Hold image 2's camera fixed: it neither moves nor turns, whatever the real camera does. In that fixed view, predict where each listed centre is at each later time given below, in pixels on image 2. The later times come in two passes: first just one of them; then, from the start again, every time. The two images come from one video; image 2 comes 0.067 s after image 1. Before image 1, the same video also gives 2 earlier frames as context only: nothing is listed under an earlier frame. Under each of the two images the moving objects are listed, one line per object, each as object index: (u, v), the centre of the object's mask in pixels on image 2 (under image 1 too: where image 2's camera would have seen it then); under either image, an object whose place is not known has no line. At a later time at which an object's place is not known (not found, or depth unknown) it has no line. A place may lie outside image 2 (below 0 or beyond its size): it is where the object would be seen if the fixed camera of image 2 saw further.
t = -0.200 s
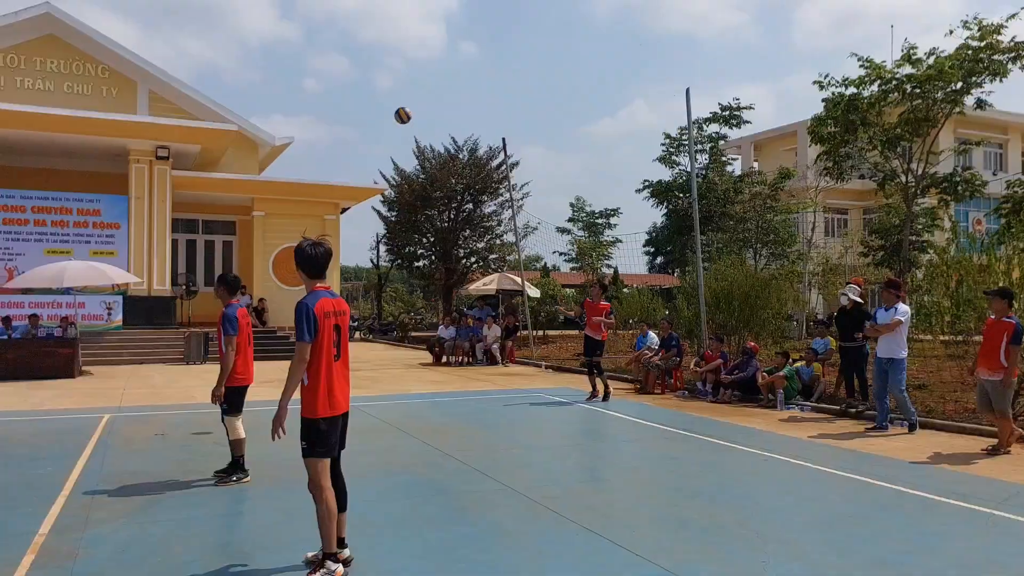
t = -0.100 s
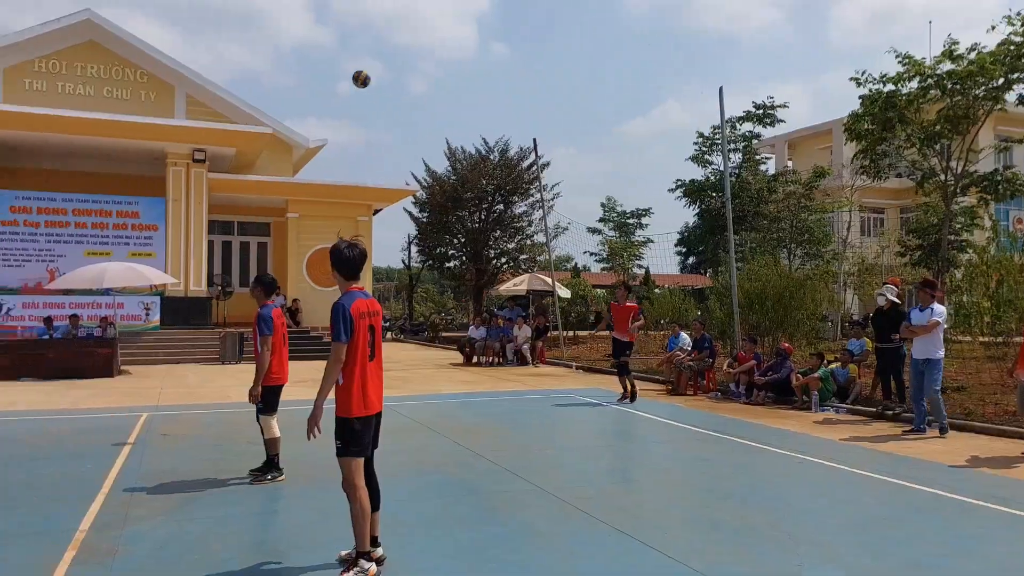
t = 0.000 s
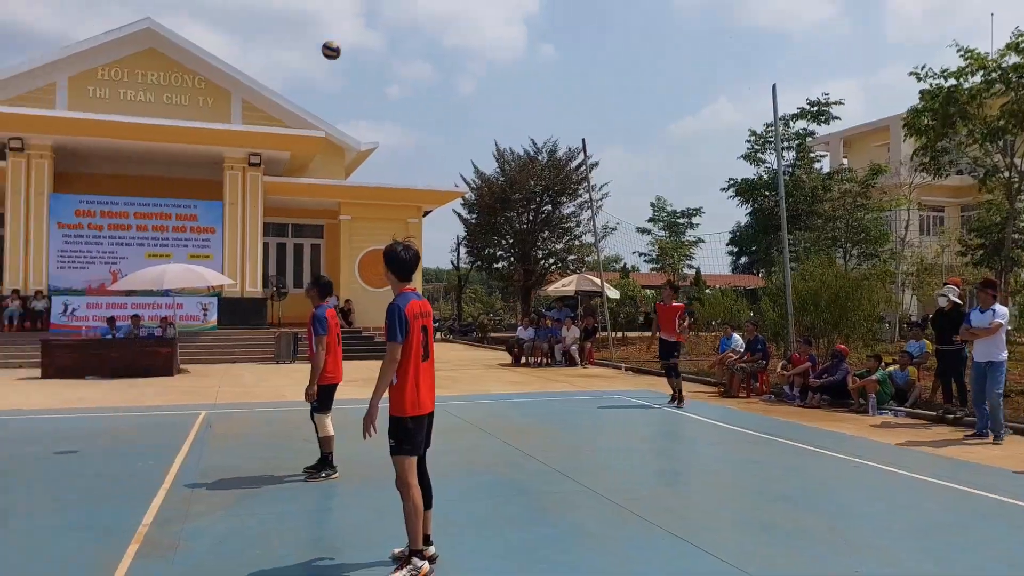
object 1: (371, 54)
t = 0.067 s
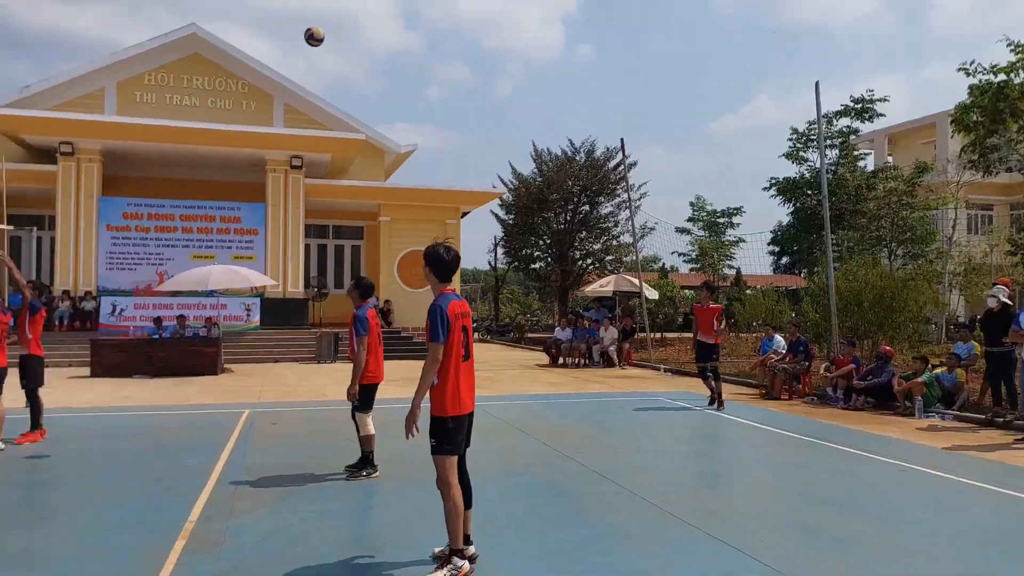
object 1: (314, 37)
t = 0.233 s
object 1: (151, 8)
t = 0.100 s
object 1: (284, 29)
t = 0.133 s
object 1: (253, 22)
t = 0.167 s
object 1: (220, 17)
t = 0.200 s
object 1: (186, 12)
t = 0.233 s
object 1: (151, 8)
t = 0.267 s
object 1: (113, 5)
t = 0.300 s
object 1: (73, 3)
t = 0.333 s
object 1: (31, 2)
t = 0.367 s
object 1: (-14, 1)
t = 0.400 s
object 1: (-61, 2)
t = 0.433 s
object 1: (-111, 4)
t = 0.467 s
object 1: (-165, 8)
